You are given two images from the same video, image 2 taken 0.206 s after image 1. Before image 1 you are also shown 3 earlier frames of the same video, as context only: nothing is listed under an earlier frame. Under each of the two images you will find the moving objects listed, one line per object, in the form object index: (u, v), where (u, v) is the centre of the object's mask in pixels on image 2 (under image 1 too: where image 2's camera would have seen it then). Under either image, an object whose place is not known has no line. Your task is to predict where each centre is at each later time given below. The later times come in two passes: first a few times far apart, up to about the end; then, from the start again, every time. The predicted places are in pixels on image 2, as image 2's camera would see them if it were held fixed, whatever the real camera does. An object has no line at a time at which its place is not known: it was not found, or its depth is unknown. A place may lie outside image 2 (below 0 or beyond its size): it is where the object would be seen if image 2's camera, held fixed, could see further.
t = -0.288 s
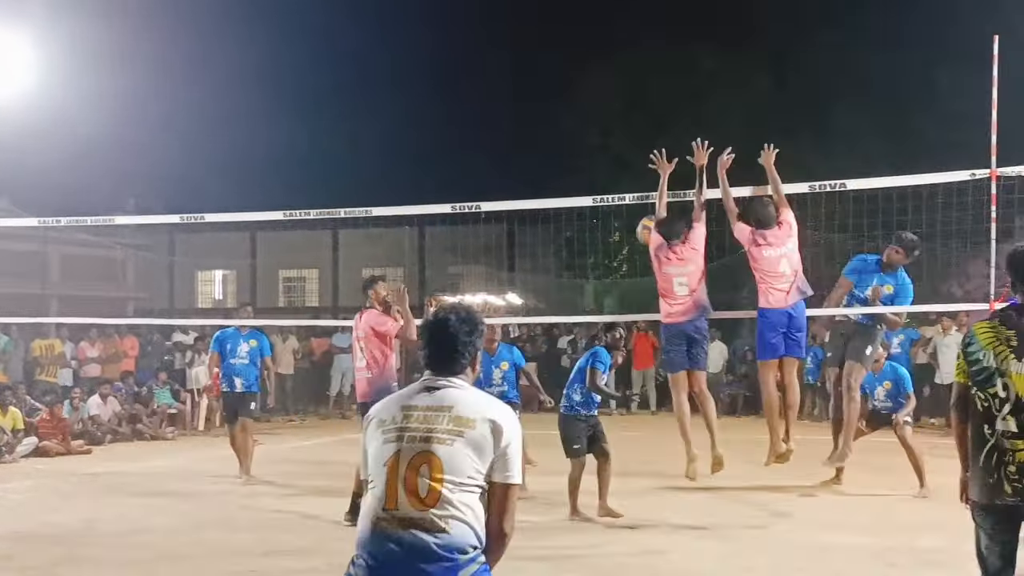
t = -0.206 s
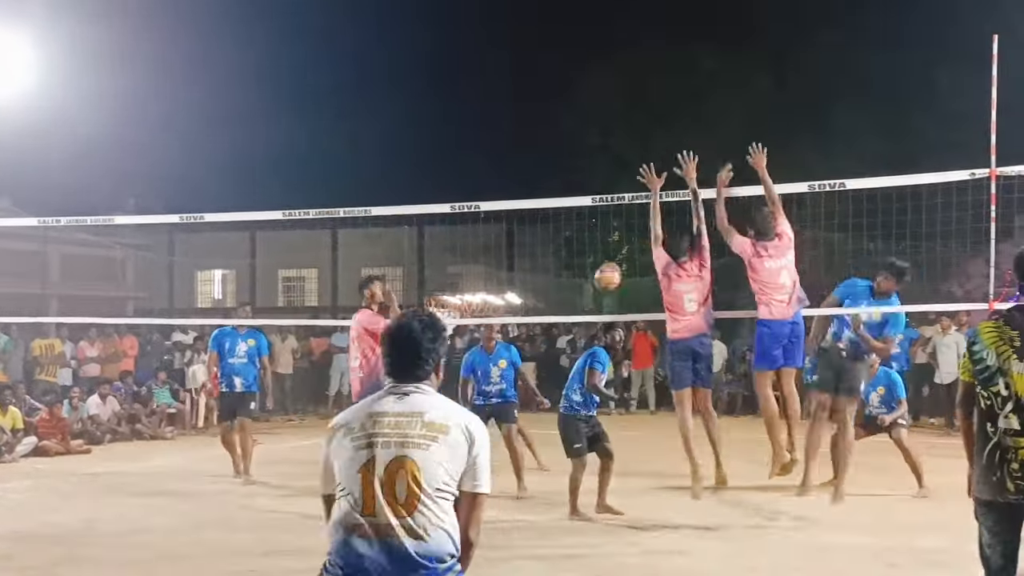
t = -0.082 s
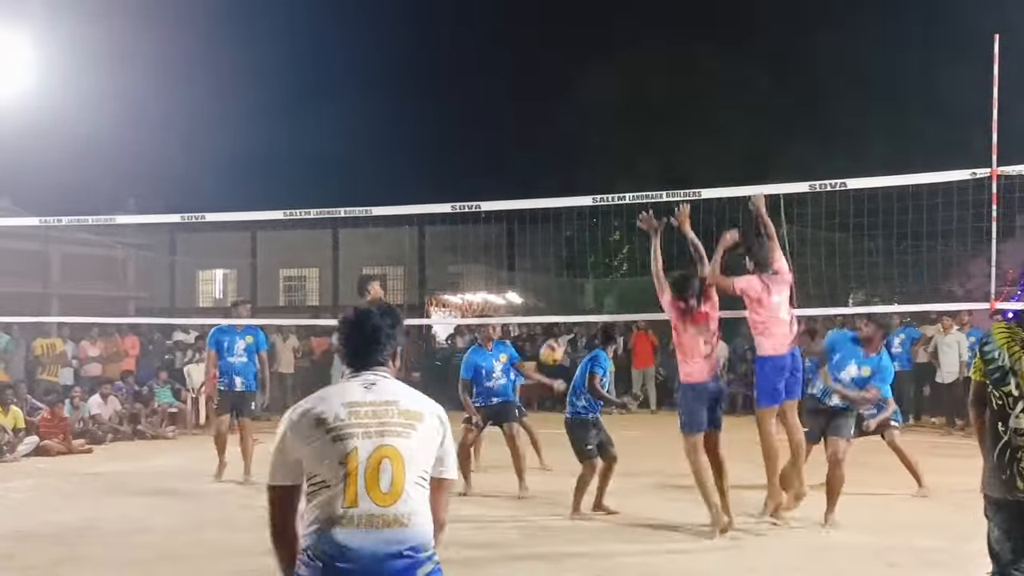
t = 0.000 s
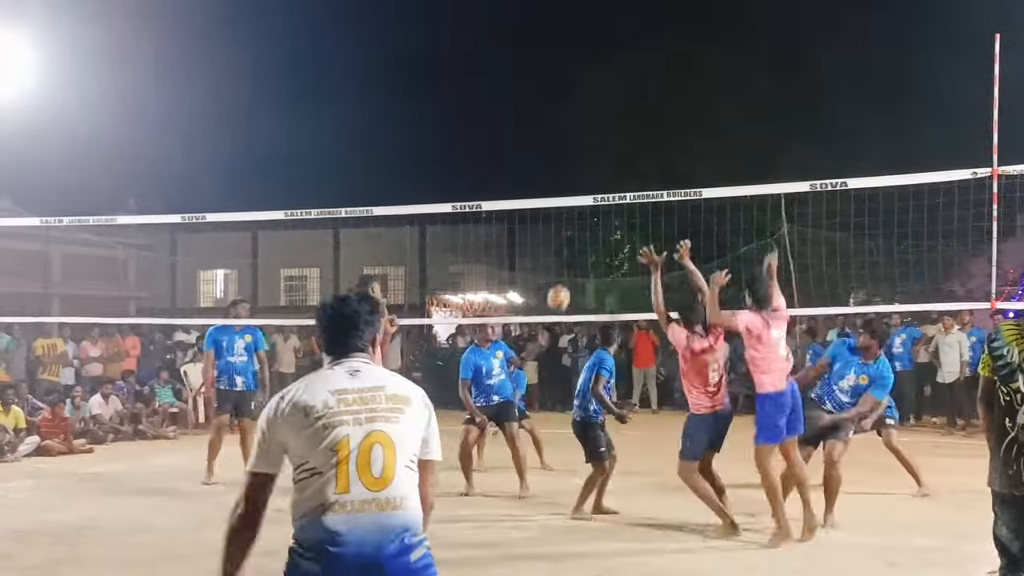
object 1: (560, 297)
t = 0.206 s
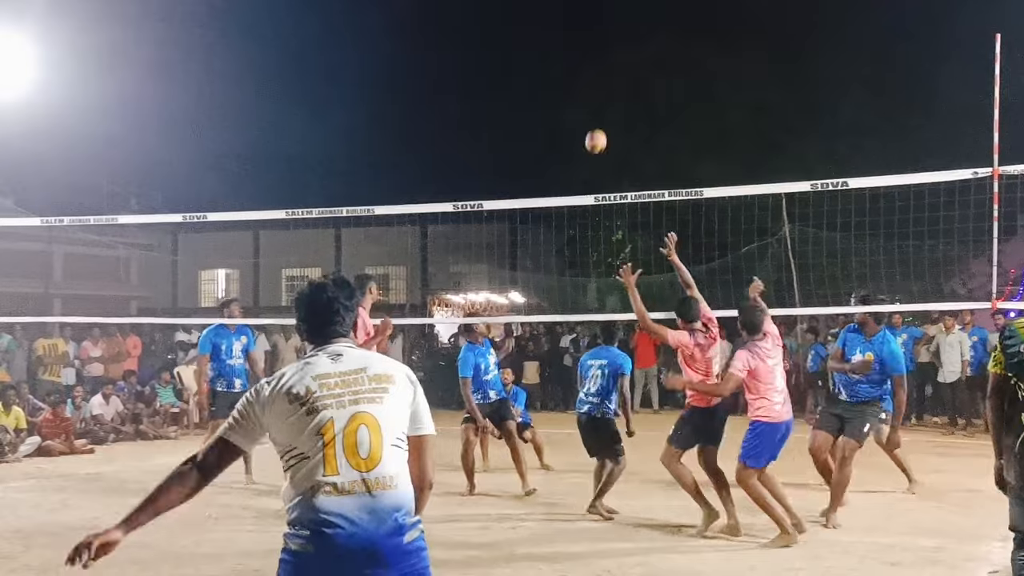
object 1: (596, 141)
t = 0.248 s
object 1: (602, 118)
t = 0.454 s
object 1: (629, 34)
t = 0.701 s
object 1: (655, 2)
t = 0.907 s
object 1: (671, 8)
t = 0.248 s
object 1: (602, 118)
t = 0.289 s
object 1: (608, 97)
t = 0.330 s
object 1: (613, 77)
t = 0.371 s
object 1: (619, 61)
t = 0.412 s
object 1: (624, 46)
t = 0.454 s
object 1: (629, 34)
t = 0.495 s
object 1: (634, 23)
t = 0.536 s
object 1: (638, 14)
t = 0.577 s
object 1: (642, 8)
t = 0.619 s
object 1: (647, 4)
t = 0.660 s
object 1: (651, 3)
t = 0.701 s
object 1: (655, 2)
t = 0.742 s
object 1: (658, 1)
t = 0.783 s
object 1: (662, 1)
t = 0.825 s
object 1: (665, 2)
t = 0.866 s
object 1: (668, 4)
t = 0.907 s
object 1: (671, 8)
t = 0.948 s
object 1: (674, 15)
